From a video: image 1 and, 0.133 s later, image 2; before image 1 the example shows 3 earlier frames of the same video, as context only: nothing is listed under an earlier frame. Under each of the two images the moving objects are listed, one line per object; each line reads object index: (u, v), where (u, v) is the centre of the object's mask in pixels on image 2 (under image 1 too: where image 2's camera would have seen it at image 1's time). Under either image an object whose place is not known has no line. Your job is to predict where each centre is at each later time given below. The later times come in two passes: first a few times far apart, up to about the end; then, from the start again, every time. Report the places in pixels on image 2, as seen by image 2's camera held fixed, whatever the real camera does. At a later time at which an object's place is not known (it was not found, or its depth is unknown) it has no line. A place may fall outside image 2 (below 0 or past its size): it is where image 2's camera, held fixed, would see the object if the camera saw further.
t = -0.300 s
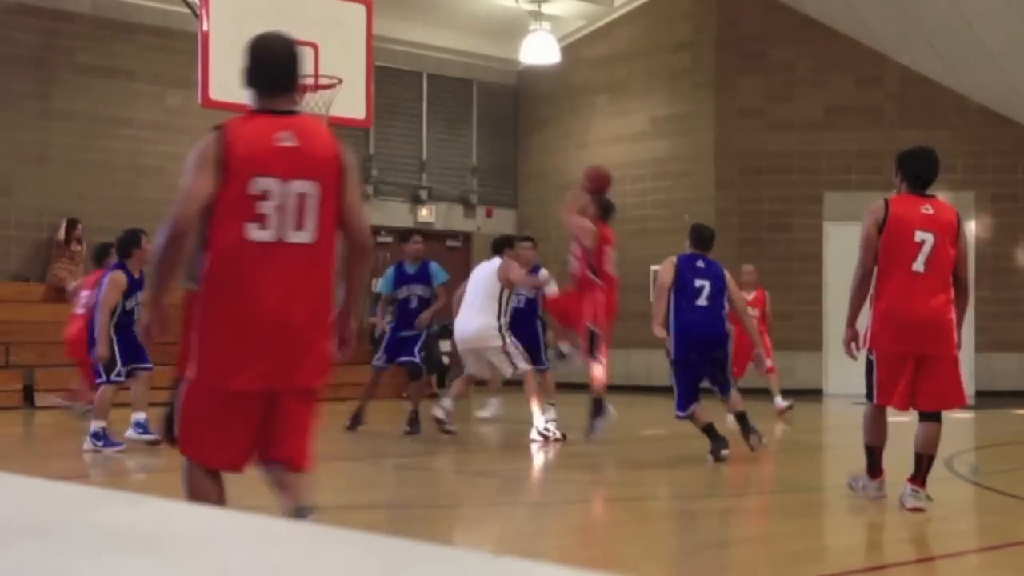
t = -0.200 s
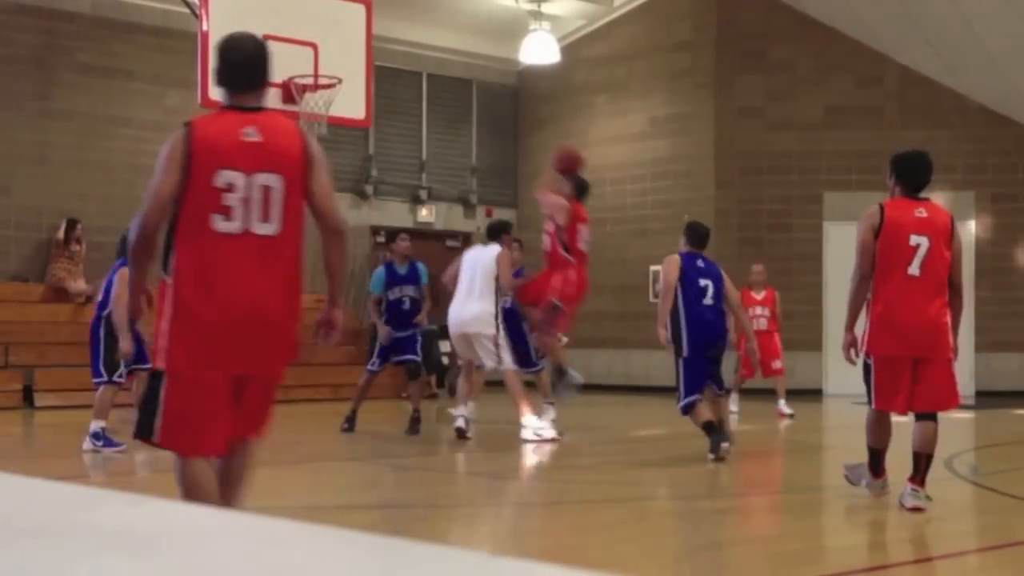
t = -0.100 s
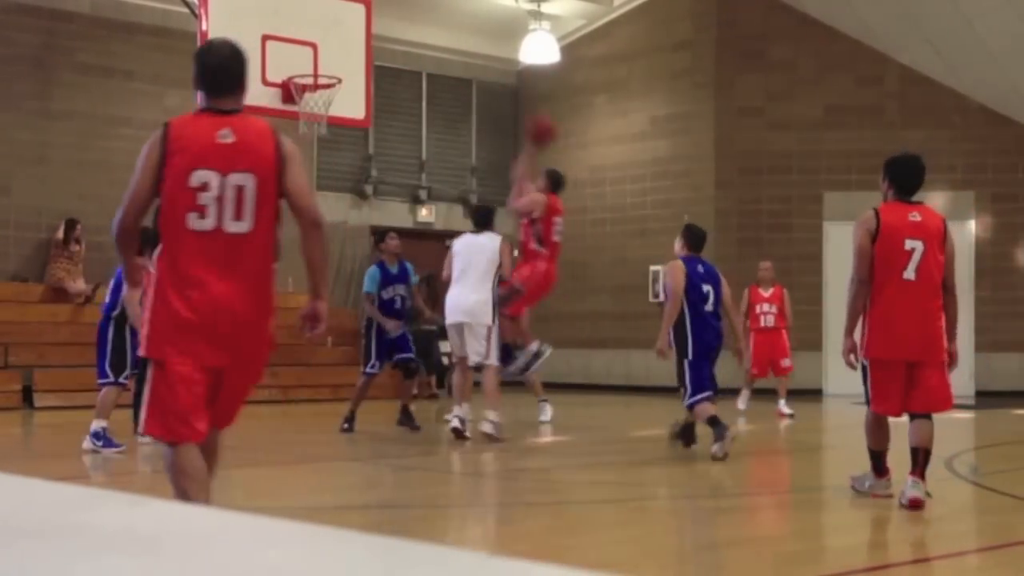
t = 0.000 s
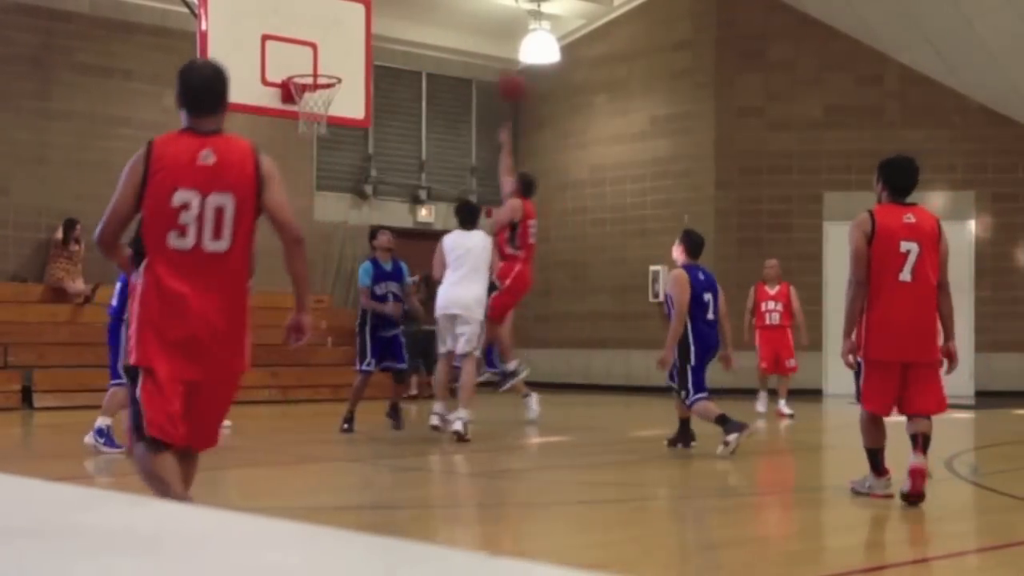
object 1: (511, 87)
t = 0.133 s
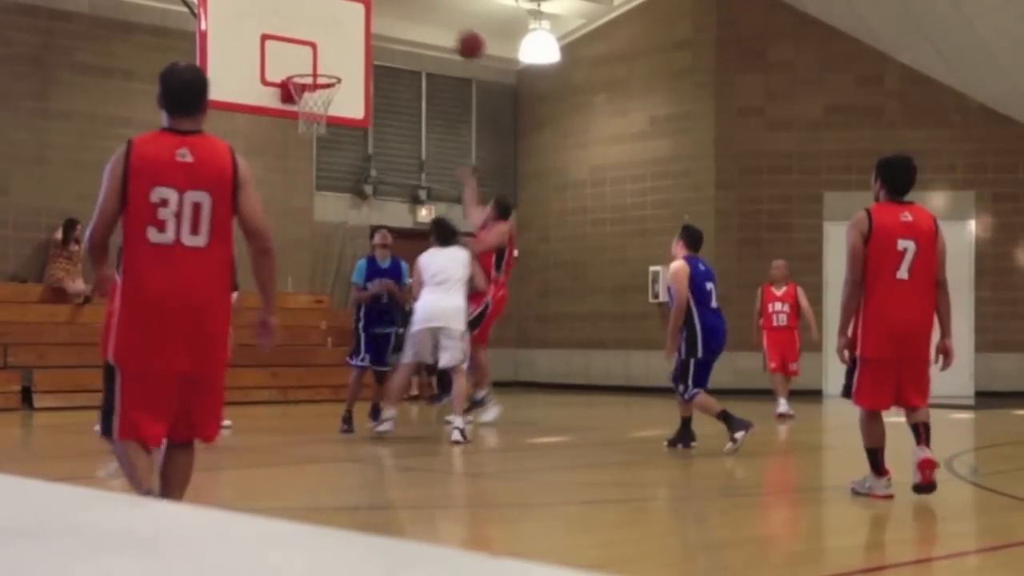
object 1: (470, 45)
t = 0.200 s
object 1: (449, 33)
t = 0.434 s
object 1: (383, 33)
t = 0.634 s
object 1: (337, 60)
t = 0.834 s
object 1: (325, 58)
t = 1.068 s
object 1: (303, 64)
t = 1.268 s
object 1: (298, 57)
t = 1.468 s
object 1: (306, 64)
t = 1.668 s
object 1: (323, 87)
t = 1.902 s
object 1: (326, 135)
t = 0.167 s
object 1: (460, 38)
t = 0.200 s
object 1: (449, 33)
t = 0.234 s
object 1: (440, 29)
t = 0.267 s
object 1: (430, 27)
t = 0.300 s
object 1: (420, 25)
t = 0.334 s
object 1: (411, 25)
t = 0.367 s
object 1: (401, 27)
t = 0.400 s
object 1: (392, 29)
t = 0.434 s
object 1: (383, 33)
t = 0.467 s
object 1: (374, 38)
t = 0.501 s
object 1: (364, 44)
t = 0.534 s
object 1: (355, 51)
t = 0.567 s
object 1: (346, 60)
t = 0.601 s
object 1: (339, 65)
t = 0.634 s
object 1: (337, 60)
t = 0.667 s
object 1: (335, 57)
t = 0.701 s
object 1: (333, 55)
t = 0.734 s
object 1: (331, 54)
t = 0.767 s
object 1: (329, 54)
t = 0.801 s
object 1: (327, 55)
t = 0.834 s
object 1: (325, 58)
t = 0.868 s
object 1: (322, 61)
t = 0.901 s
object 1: (321, 66)
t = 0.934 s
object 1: (318, 71)
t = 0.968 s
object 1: (315, 67)
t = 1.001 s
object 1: (311, 65)
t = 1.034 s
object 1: (307, 64)
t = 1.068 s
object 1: (303, 64)
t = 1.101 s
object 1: (299, 65)
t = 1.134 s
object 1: (296, 67)
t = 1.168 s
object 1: (295, 65)
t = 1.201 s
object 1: (296, 62)
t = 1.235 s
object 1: (297, 59)
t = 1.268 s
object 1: (298, 57)
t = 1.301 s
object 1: (298, 57)
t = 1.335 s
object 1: (299, 58)
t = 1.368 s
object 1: (300, 61)
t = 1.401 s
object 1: (301, 64)
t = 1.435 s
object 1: (303, 64)
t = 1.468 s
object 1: (306, 64)
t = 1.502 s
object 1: (308, 64)
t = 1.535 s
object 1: (311, 66)
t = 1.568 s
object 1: (314, 69)
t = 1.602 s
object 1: (317, 73)
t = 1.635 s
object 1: (319, 80)
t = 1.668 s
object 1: (323, 87)
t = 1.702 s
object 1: (325, 95)
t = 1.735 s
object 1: (326, 103)
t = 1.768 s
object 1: (326, 109)
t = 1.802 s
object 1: (326, 114)
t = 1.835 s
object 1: (327, 121)
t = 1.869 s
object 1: (326, 128)
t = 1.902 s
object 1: (326, 135)
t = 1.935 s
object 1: (326, 145)
